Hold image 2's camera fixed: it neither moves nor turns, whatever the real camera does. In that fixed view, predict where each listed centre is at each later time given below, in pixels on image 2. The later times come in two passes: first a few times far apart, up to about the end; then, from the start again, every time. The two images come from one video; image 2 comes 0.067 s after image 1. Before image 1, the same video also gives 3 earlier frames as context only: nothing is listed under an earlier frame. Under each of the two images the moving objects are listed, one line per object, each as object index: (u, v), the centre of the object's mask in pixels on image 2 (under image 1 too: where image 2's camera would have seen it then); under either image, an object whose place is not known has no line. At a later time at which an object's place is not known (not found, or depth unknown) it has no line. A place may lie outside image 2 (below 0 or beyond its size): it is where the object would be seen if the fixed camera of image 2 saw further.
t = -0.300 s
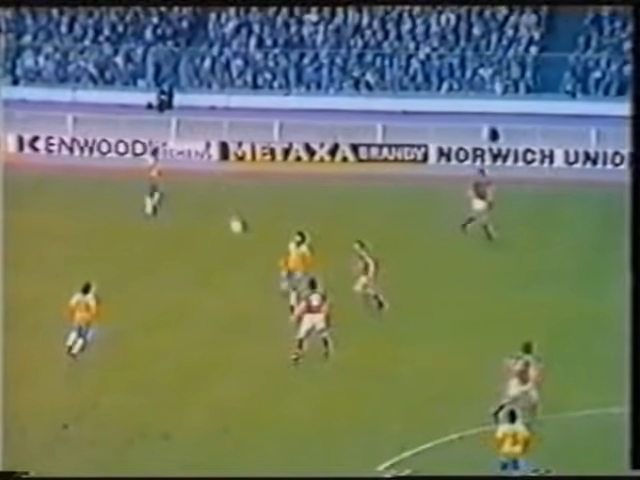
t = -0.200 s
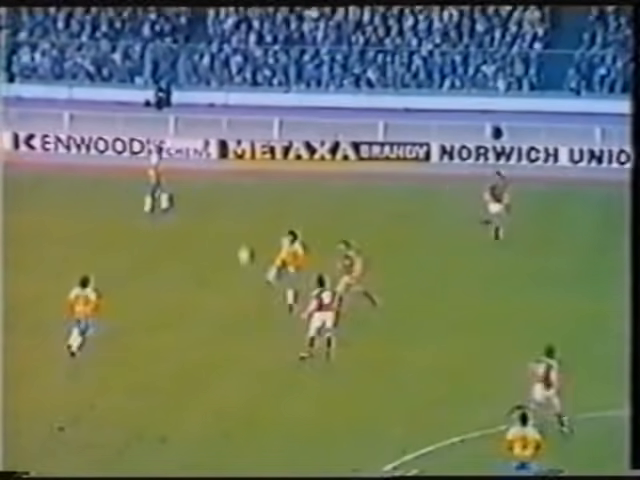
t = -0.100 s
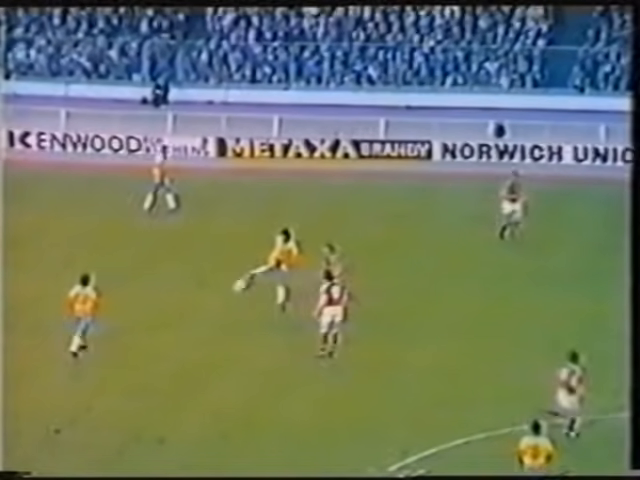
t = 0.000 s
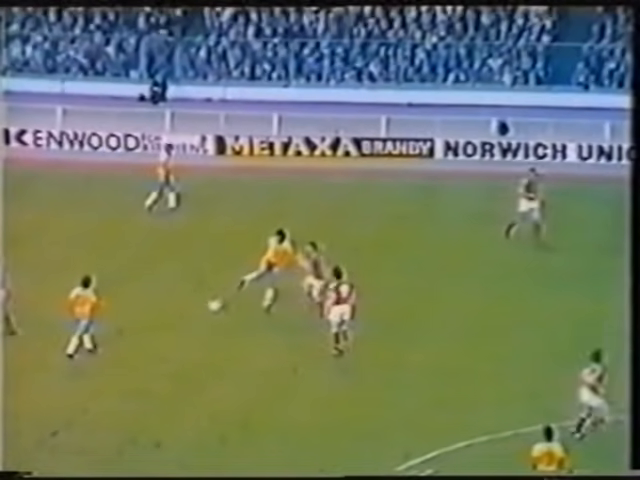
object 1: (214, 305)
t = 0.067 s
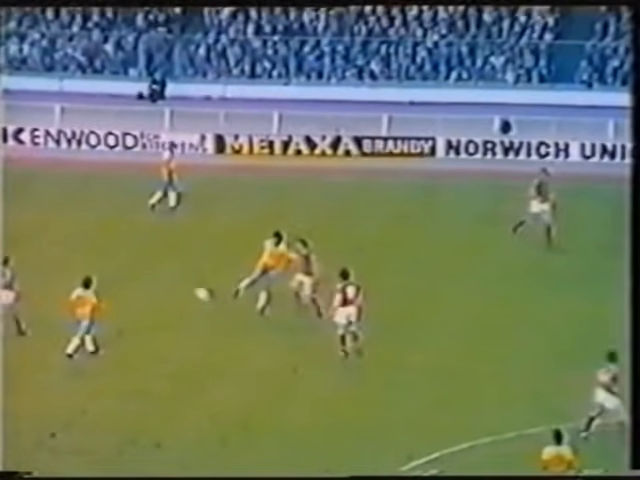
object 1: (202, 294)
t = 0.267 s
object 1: (165, 268)
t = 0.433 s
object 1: (136, 262)
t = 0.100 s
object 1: (196, 288)
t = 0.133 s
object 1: (190, 283)
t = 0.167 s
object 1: (185, 279)
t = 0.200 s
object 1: (178, 275)
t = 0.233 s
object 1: (171, 271)
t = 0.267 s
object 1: (165, 268)
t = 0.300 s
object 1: (159, 266)
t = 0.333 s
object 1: (153, 264)
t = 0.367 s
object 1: (148, 263)
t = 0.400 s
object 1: (142, 262)
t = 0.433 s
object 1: (136, 262)
